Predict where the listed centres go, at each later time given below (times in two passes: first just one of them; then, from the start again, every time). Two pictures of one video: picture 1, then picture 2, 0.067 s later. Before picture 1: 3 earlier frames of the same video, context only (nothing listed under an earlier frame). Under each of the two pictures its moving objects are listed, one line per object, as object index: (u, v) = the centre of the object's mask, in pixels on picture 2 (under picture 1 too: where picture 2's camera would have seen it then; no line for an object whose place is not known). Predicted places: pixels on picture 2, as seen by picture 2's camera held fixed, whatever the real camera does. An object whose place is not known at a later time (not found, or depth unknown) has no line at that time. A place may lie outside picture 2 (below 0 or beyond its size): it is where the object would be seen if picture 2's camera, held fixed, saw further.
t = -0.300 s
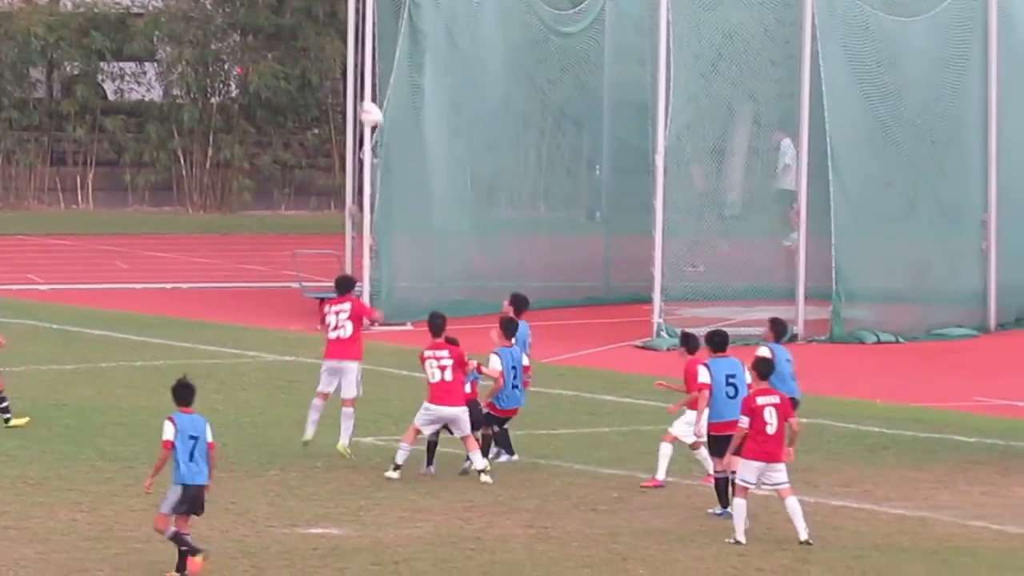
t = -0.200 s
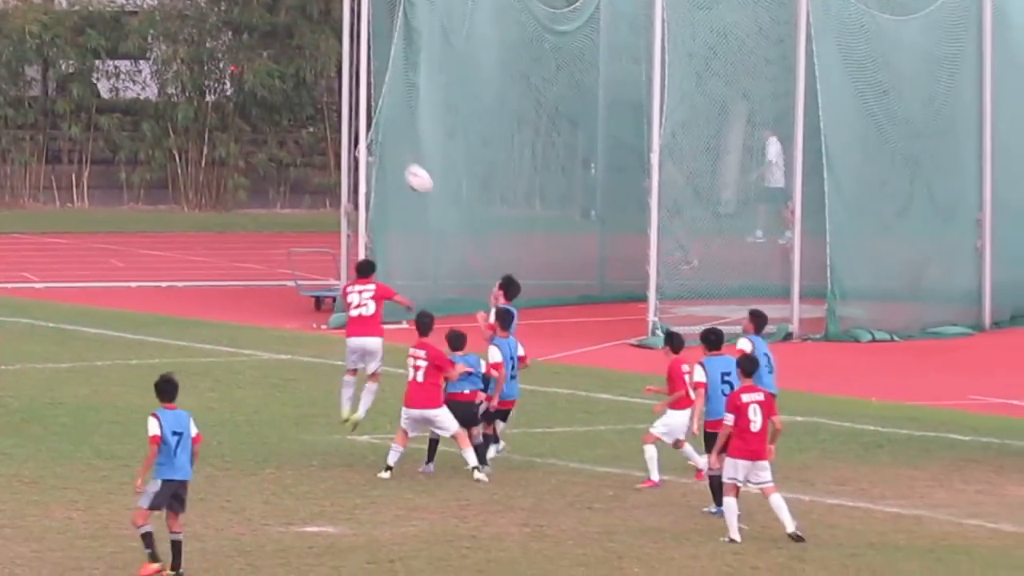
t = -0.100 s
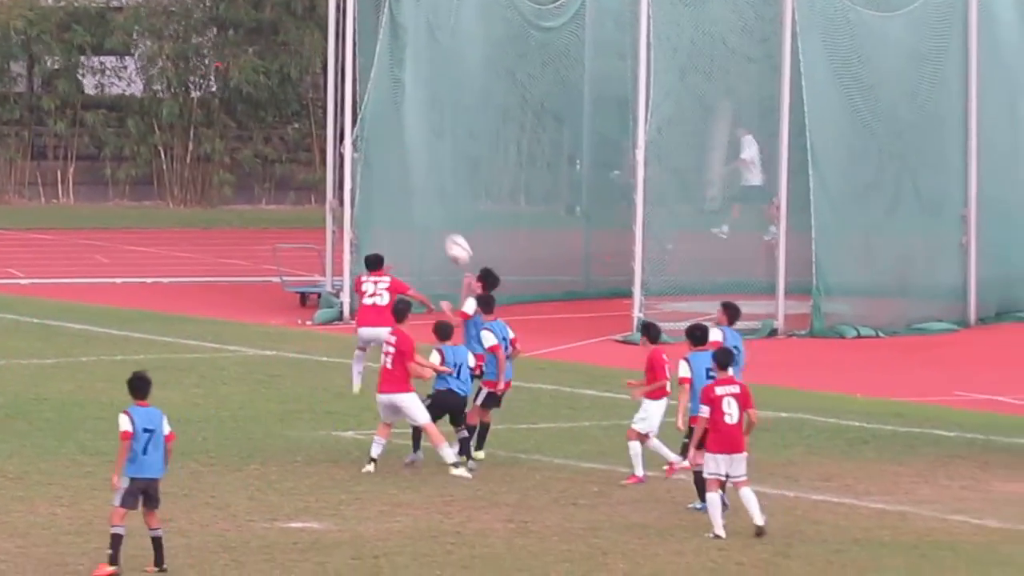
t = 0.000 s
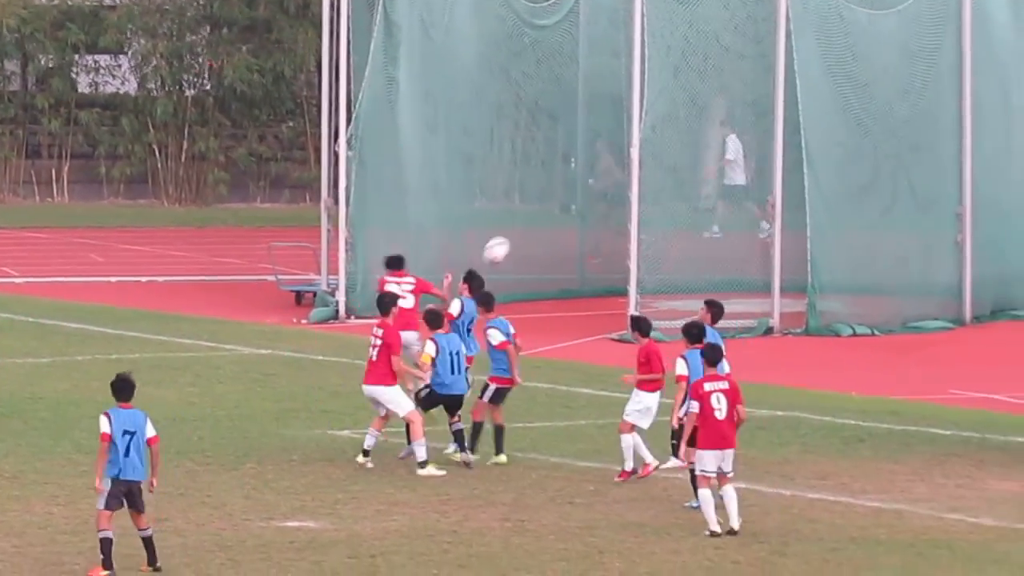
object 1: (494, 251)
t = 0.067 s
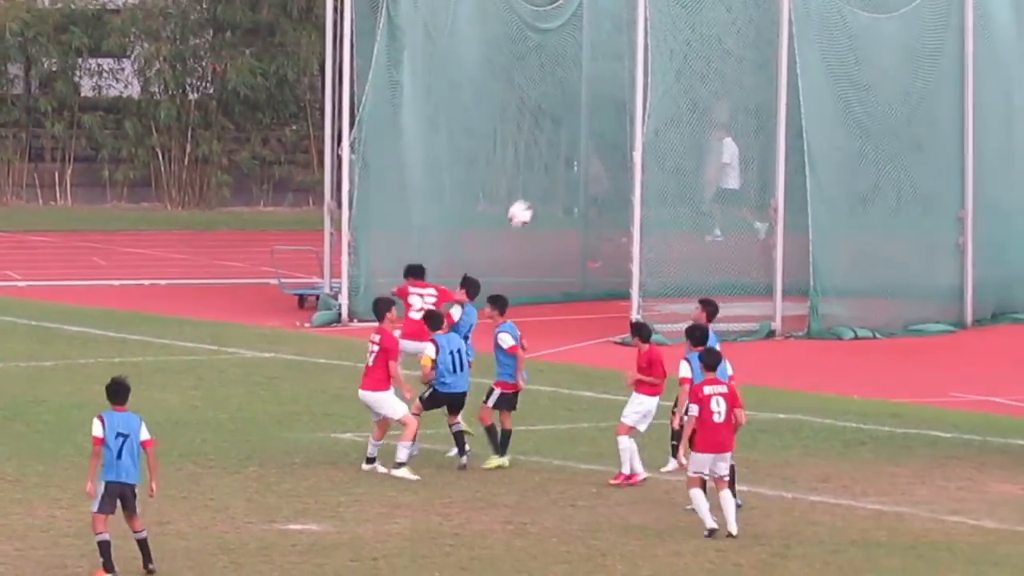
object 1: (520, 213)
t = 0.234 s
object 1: (572, 140)
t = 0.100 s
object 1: (531, 199)
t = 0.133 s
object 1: (542, 182)
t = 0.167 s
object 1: (553, 165)
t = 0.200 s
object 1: (563, 154)
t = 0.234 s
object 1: (572, 140)
